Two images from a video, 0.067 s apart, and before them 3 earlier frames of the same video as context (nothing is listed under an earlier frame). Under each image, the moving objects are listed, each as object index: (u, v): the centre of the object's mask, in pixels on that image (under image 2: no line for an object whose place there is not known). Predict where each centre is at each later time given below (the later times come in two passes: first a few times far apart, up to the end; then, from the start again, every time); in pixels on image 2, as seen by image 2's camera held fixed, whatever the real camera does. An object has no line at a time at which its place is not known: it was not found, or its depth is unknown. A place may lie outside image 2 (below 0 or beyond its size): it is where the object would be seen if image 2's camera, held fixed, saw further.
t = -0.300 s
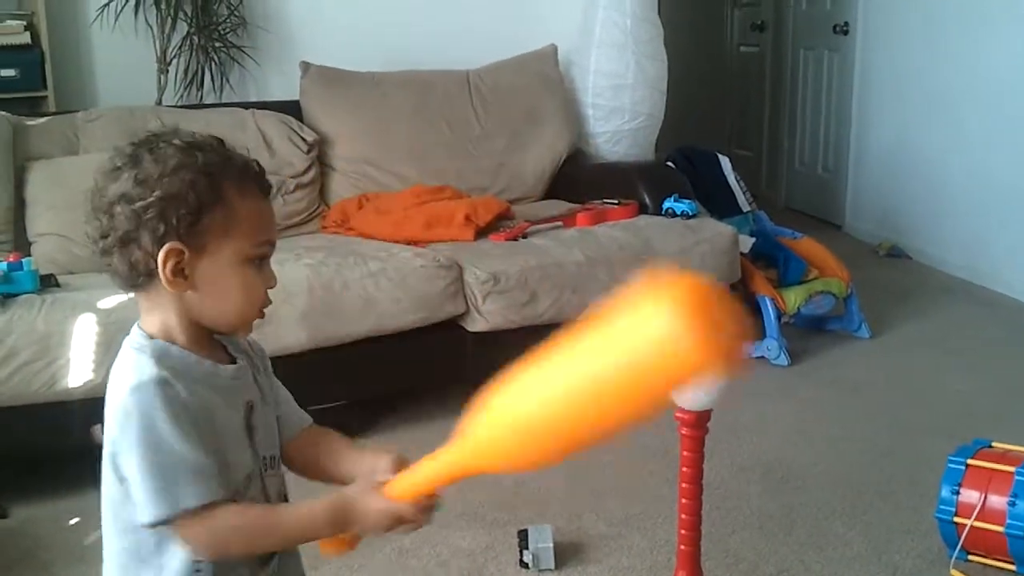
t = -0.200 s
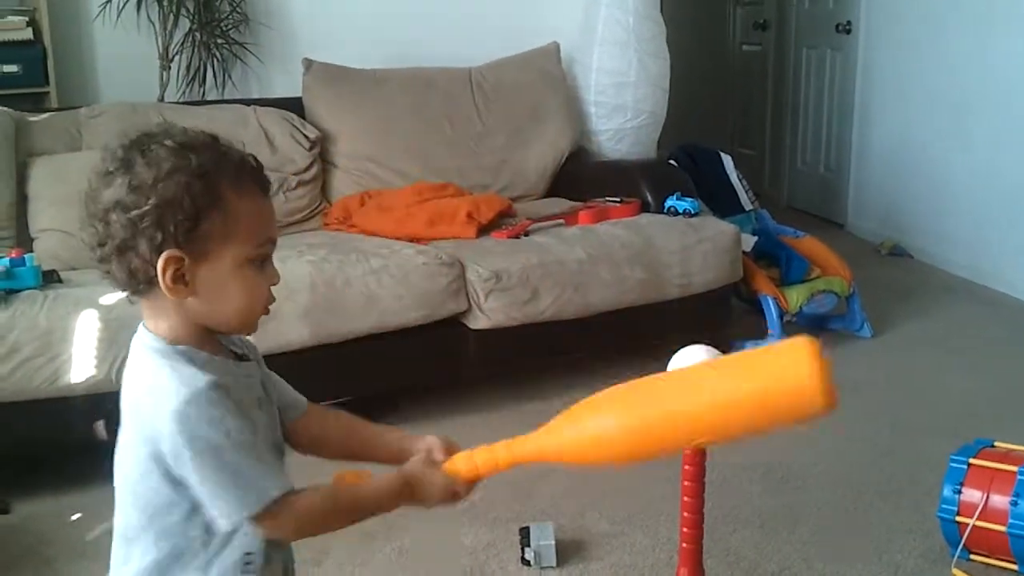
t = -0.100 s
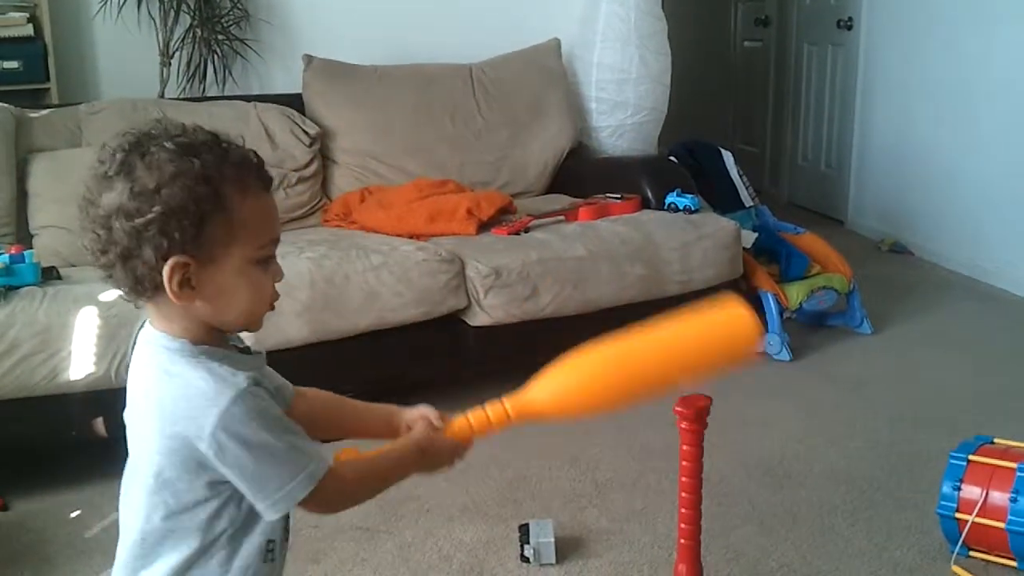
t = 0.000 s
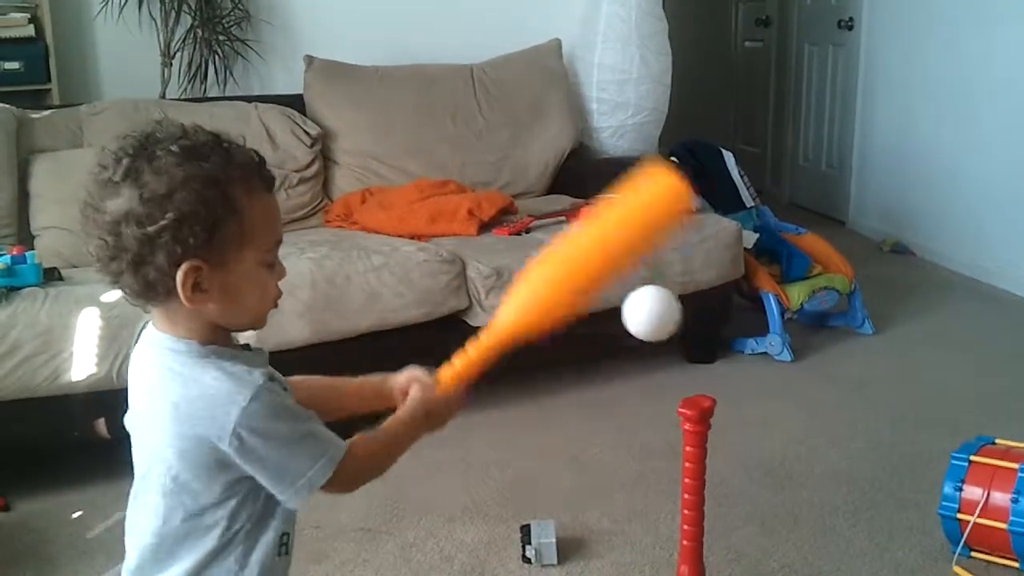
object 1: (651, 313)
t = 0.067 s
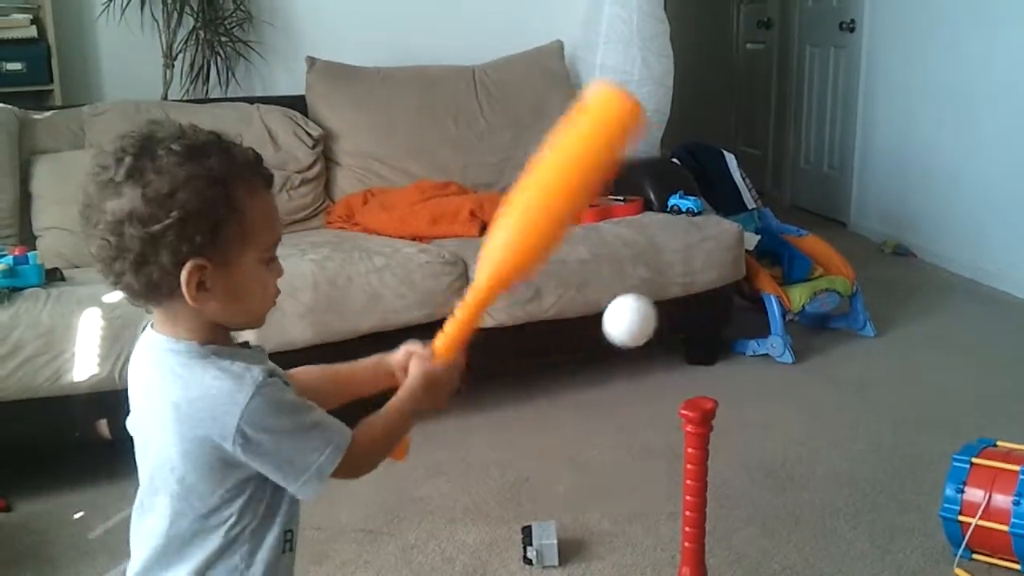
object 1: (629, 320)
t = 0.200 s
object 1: (590, 401)
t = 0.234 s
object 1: (583, 432)
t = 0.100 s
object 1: (619, 333)
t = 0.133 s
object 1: (609, 351)
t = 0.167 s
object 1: (599, 374)
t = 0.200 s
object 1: (590, 401)
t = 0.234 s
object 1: (583, 432)
